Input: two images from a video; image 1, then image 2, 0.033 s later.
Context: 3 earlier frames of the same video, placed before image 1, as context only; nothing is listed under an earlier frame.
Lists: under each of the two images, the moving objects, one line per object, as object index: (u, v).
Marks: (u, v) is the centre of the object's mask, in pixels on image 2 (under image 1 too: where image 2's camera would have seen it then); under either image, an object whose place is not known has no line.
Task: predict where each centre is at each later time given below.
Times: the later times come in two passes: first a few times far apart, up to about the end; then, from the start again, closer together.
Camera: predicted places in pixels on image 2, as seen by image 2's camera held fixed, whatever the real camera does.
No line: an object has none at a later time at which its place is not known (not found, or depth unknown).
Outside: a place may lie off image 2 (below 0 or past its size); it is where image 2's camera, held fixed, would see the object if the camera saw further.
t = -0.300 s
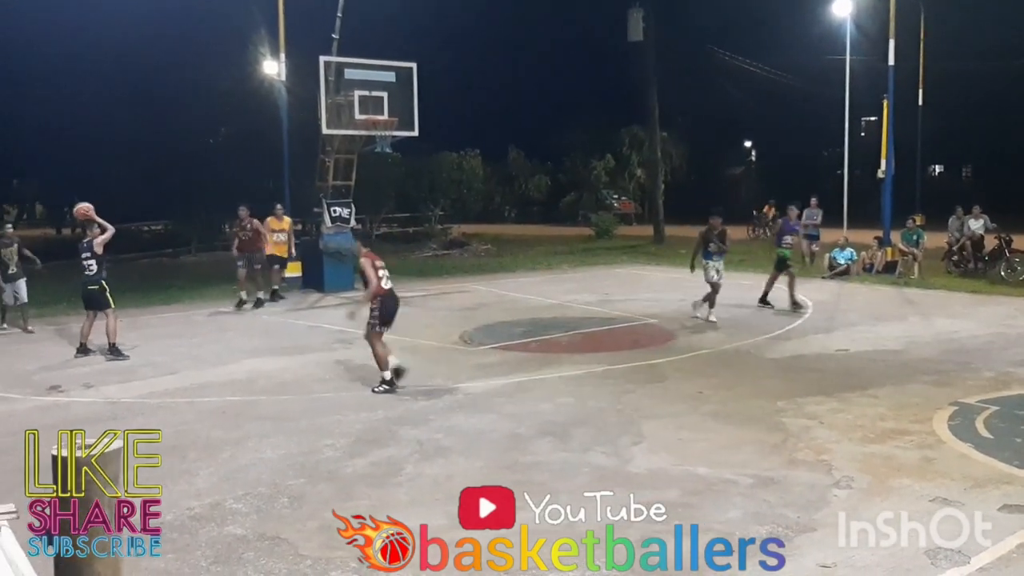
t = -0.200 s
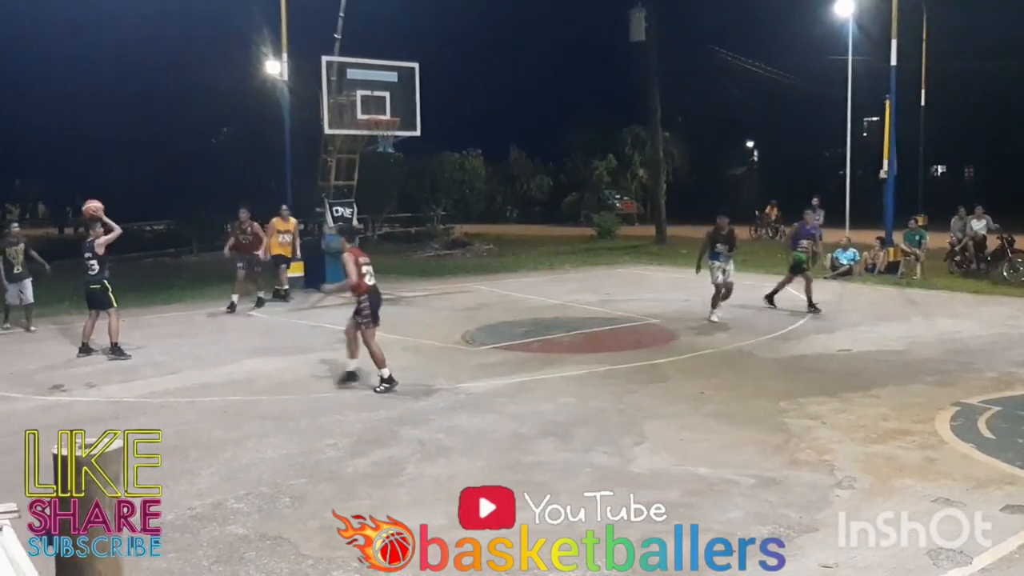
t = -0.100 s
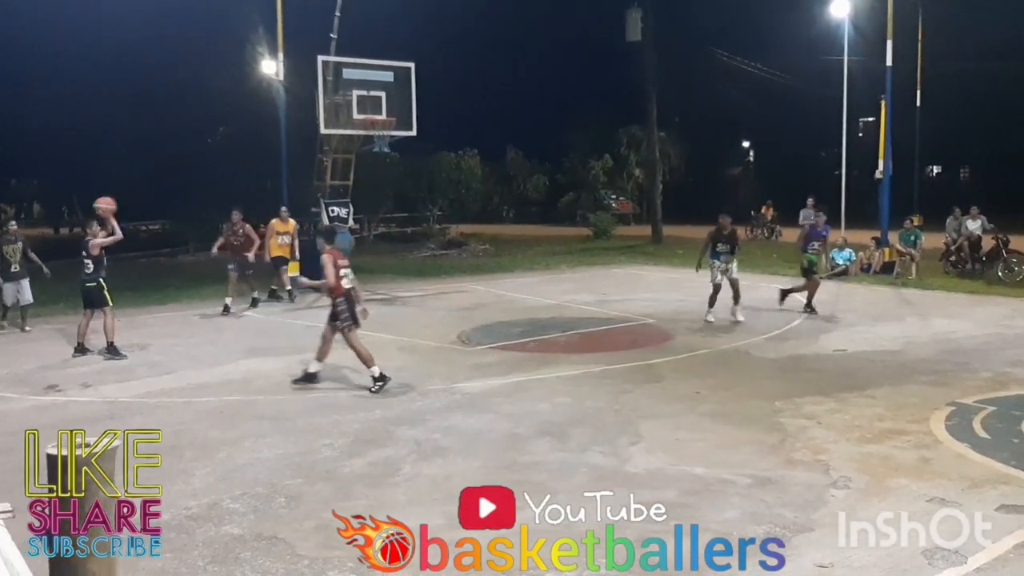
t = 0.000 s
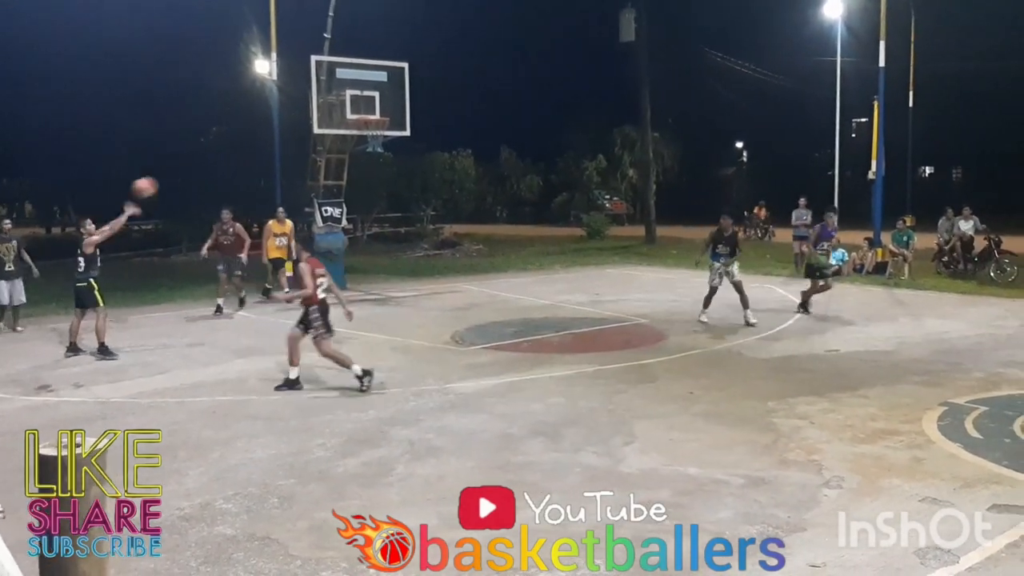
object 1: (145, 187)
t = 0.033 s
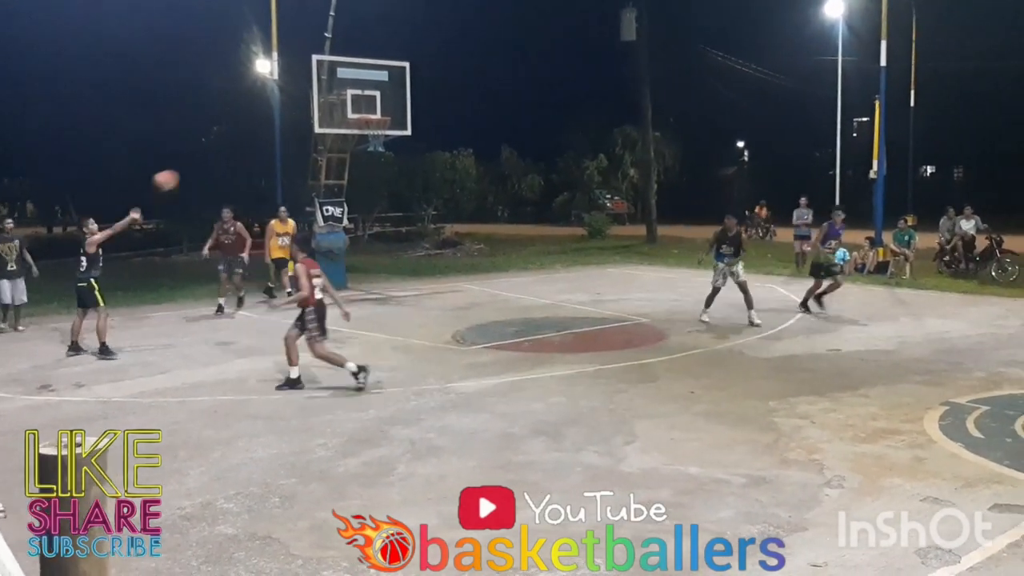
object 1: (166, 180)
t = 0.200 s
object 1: (267, 162)
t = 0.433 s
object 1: (409, 175)
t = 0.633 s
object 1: (526, 222)
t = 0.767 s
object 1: (603, 274)
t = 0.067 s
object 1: (186, 175)
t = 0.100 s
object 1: (206, 170)
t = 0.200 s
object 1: (267, 162)
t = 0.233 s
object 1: (286, 161)
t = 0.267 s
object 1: (308, 161)
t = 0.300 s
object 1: (327, 161)
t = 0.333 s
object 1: (348, 163)
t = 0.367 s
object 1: (369, 167)
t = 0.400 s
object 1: (389, 170)
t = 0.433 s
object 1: (409, 175)
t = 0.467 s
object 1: (429, 181)
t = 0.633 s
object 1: (526, 222)
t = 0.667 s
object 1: (546, 232)
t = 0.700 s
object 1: (564, 245)
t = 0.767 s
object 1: (603, 274)
